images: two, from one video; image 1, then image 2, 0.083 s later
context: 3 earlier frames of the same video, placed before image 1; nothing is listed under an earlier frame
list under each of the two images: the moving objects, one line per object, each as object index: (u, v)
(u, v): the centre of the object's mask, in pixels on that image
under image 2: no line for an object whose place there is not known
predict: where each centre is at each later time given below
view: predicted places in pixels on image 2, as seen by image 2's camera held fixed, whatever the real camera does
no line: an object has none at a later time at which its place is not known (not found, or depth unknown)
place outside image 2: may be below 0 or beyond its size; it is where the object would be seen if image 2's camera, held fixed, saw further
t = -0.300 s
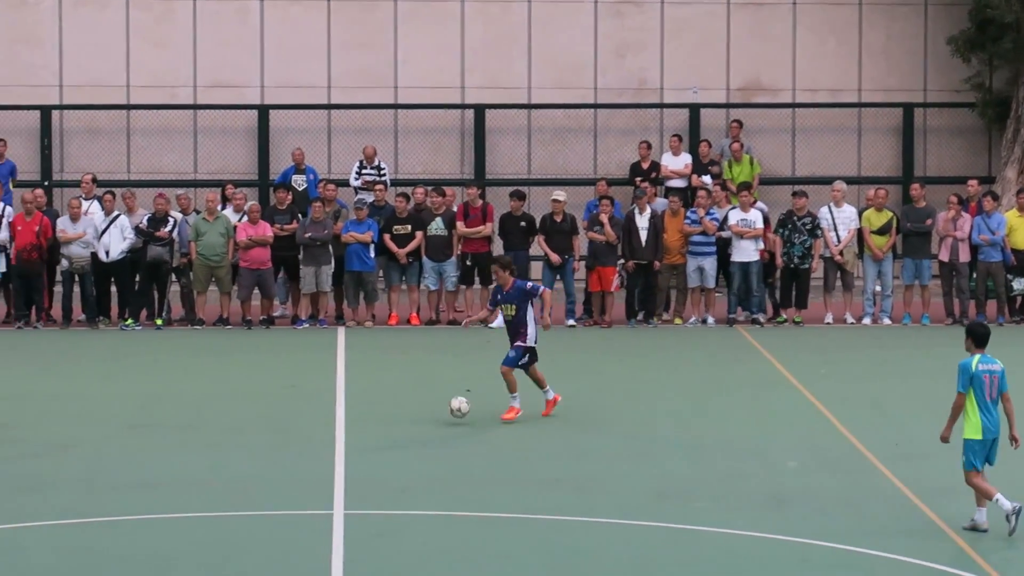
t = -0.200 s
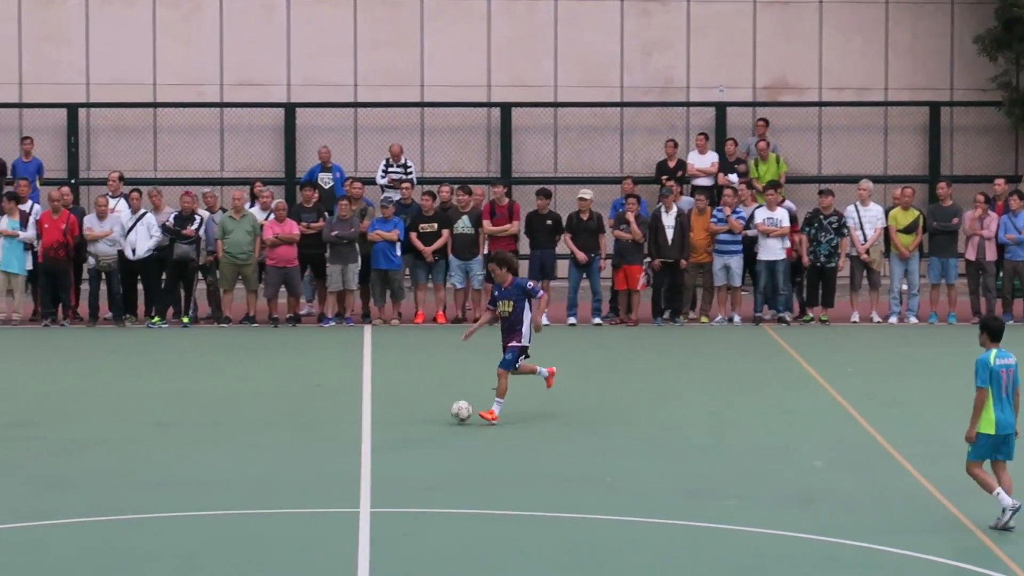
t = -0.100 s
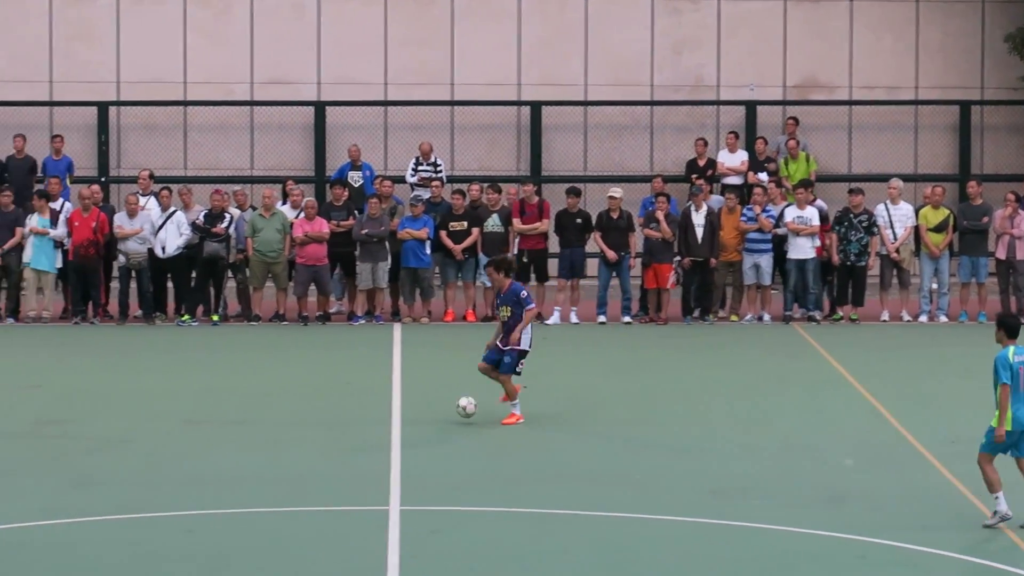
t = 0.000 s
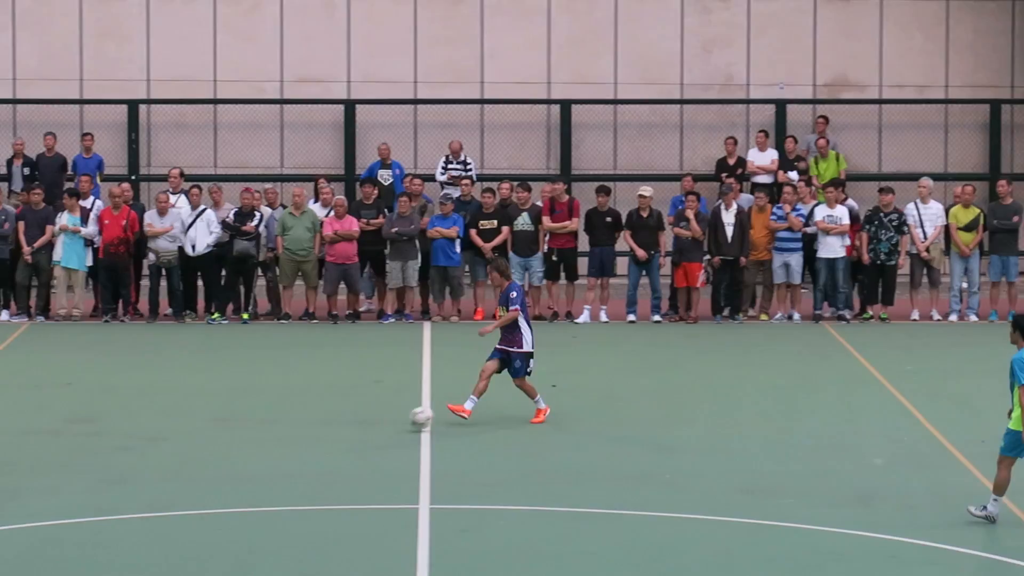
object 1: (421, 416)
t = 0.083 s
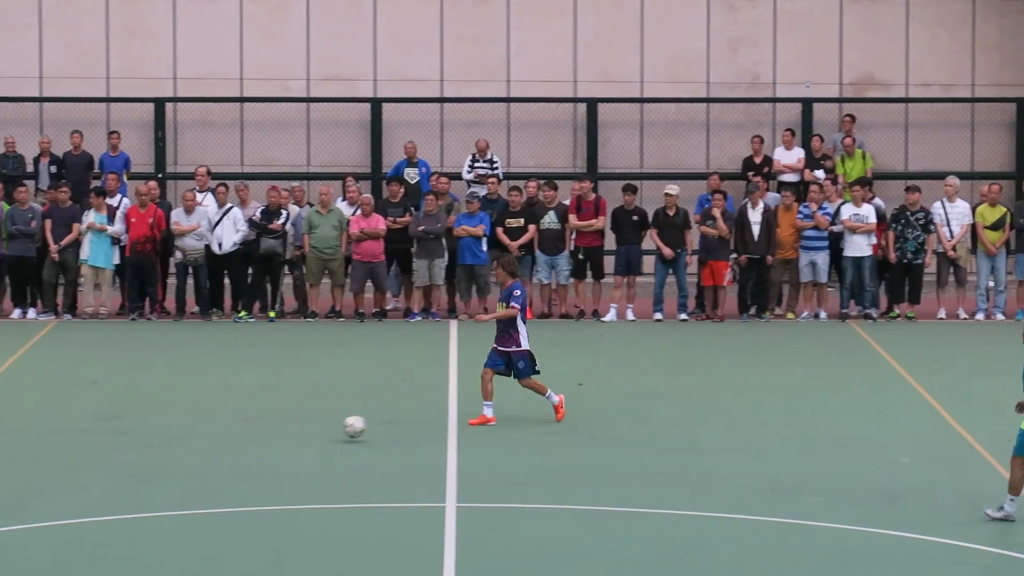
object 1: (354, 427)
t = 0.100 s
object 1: (335, 427)
